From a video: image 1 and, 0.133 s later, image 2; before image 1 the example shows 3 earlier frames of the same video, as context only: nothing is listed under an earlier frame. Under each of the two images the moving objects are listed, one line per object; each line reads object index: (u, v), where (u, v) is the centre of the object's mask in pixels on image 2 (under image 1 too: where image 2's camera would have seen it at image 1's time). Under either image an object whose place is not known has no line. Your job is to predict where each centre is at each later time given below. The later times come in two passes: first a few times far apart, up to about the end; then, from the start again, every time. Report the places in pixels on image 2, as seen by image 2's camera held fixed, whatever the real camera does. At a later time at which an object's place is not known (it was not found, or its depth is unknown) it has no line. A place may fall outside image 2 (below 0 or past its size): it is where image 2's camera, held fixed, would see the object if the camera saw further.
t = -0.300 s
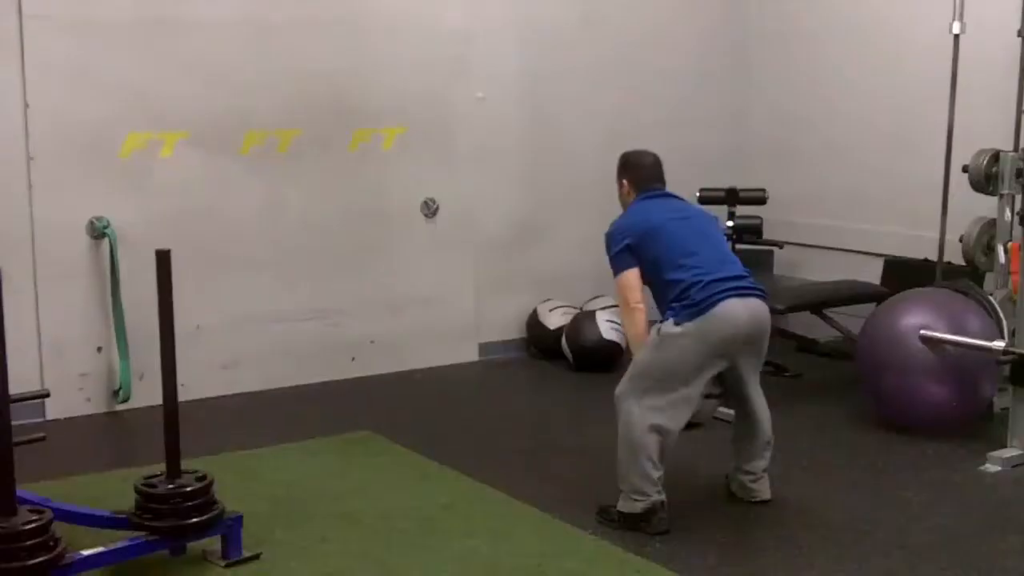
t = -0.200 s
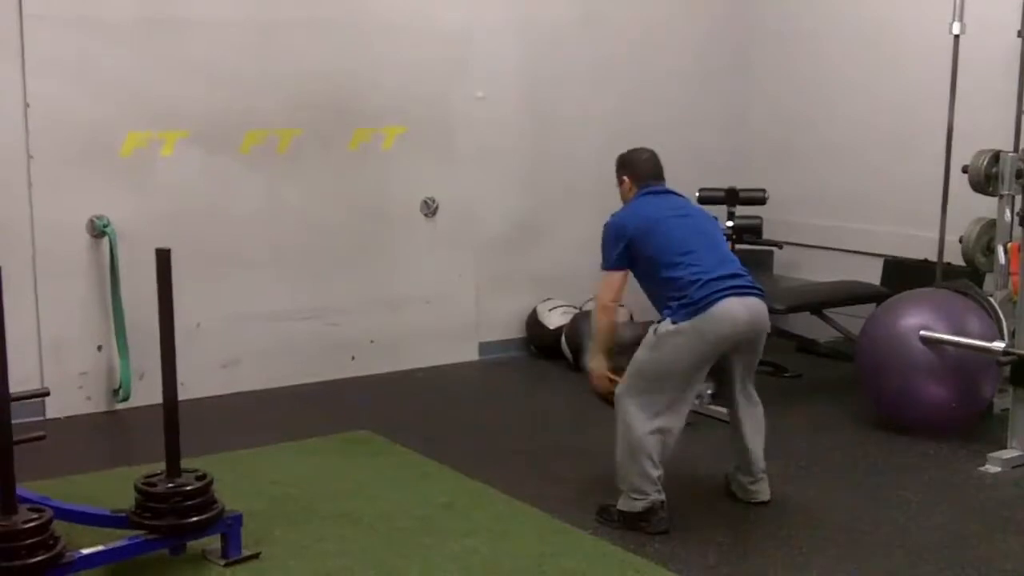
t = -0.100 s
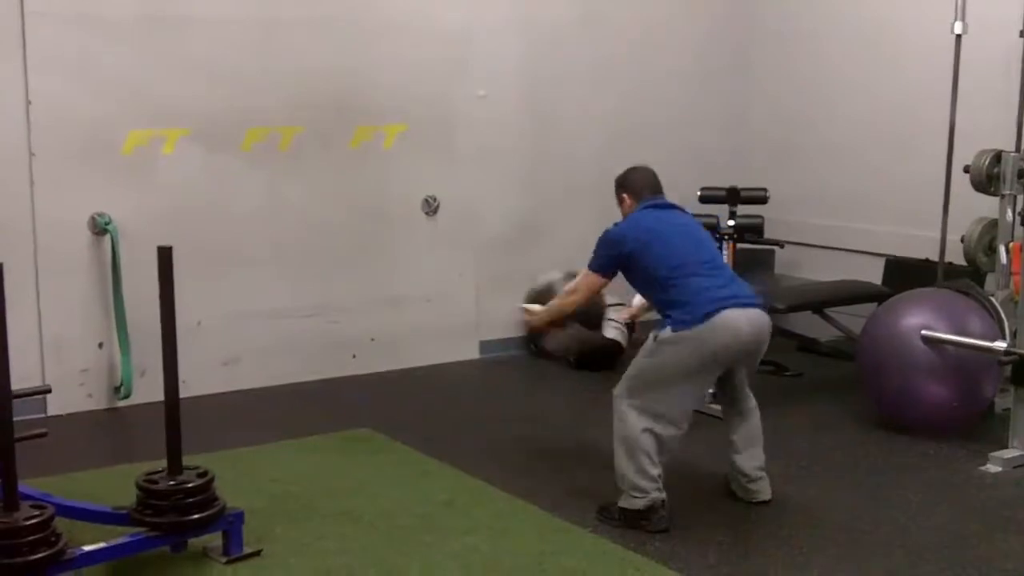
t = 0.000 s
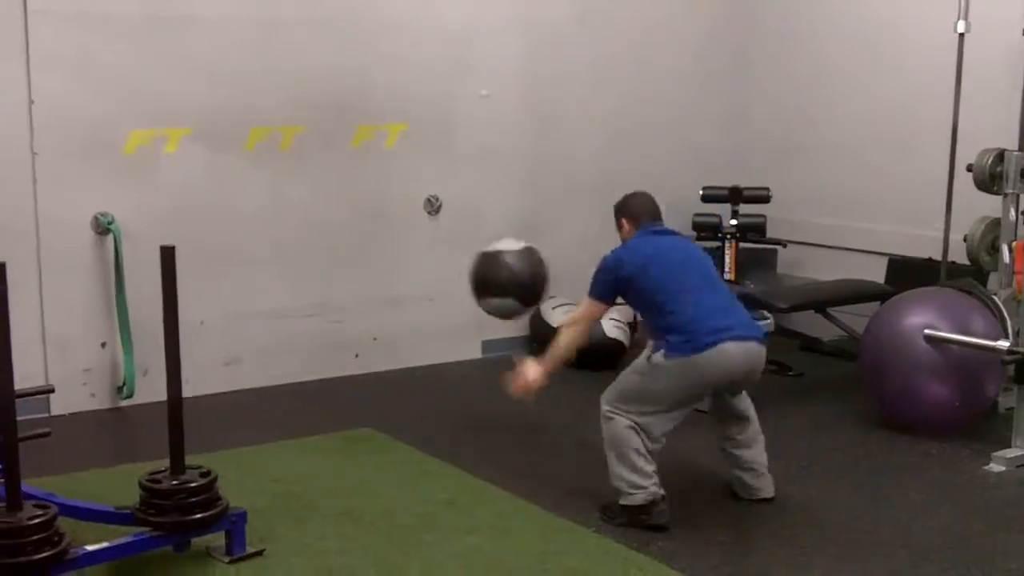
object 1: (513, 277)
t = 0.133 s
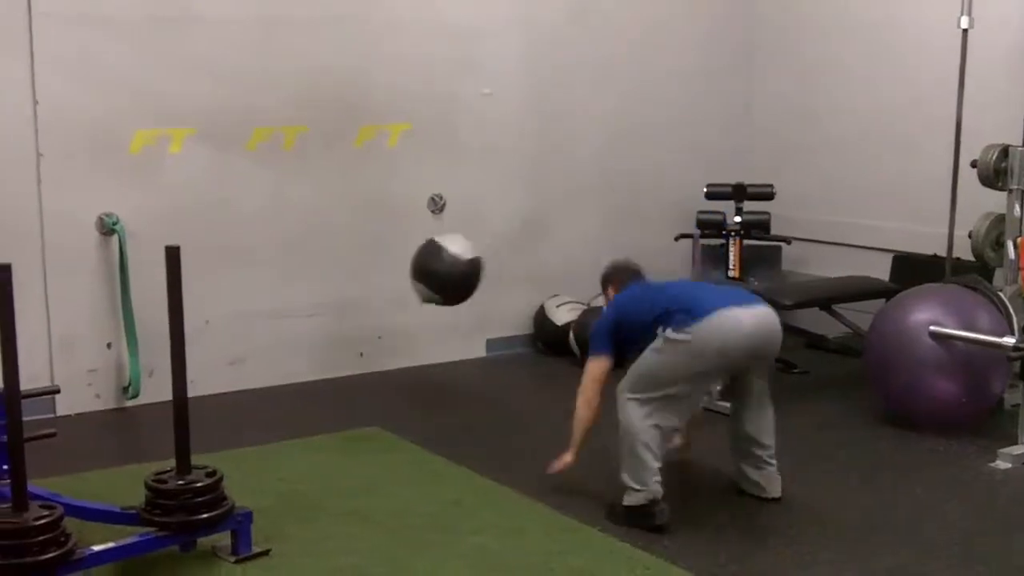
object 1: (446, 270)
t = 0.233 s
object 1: (404, 286)
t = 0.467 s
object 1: (421, 357)
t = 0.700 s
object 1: (466, 362)
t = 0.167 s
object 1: (430, 274)
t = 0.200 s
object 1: (416, 279)
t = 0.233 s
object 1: (404, 286)
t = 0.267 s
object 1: (392, 295)
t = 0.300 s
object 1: (382, 306)
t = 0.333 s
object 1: (392, 319)
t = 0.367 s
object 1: (402, 334)
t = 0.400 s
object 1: (410, 354)
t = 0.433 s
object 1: (415, 359)
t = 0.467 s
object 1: (421, 357)
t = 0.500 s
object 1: (427, 350)
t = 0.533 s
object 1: (433, 347)
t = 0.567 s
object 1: (438, 347)
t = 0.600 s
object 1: (445, 348)
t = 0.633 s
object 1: (451, 351)
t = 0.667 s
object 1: (457, 357)
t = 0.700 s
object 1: (466, 362)
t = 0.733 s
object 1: (471, 378)
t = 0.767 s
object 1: (479, 384)
